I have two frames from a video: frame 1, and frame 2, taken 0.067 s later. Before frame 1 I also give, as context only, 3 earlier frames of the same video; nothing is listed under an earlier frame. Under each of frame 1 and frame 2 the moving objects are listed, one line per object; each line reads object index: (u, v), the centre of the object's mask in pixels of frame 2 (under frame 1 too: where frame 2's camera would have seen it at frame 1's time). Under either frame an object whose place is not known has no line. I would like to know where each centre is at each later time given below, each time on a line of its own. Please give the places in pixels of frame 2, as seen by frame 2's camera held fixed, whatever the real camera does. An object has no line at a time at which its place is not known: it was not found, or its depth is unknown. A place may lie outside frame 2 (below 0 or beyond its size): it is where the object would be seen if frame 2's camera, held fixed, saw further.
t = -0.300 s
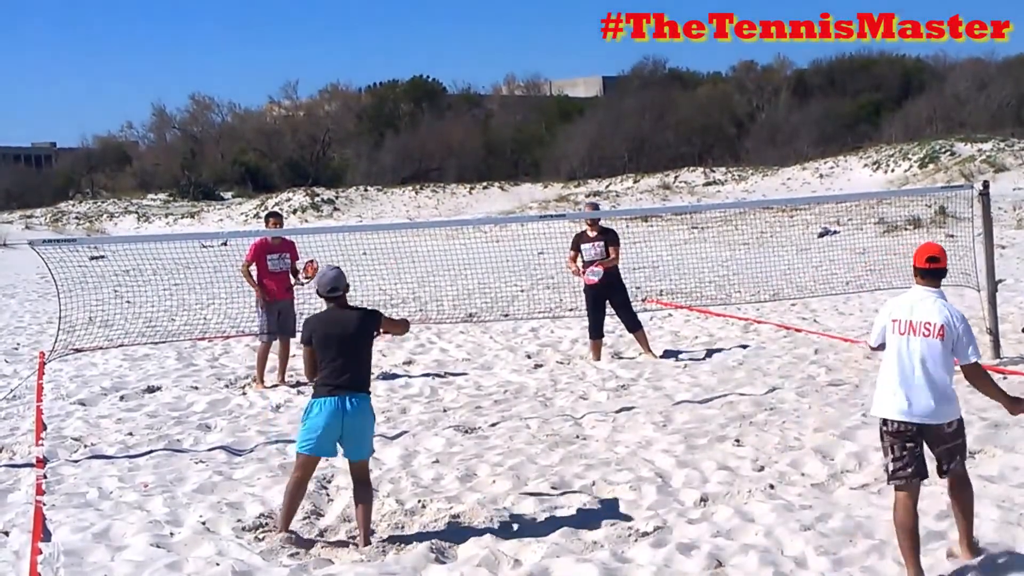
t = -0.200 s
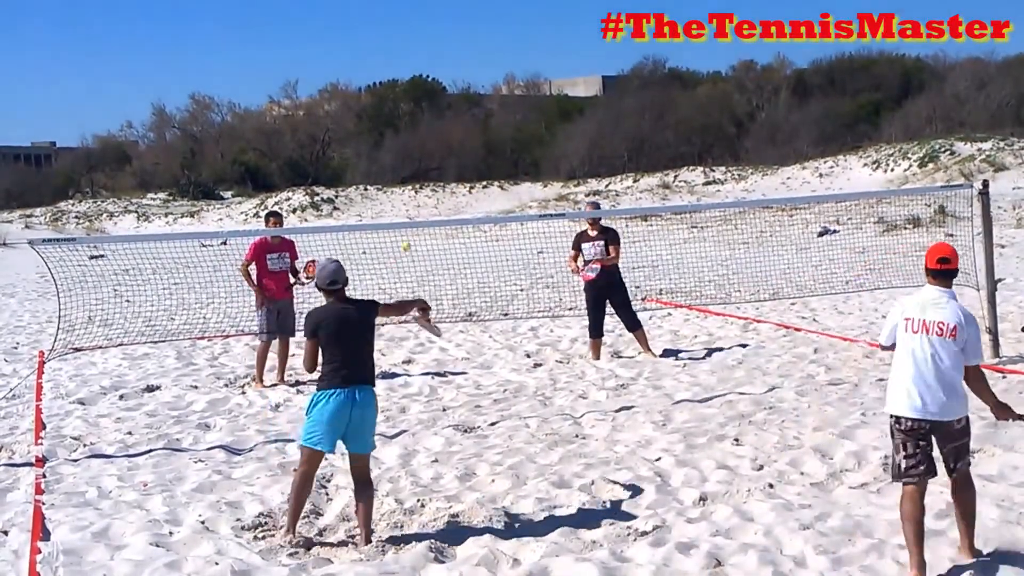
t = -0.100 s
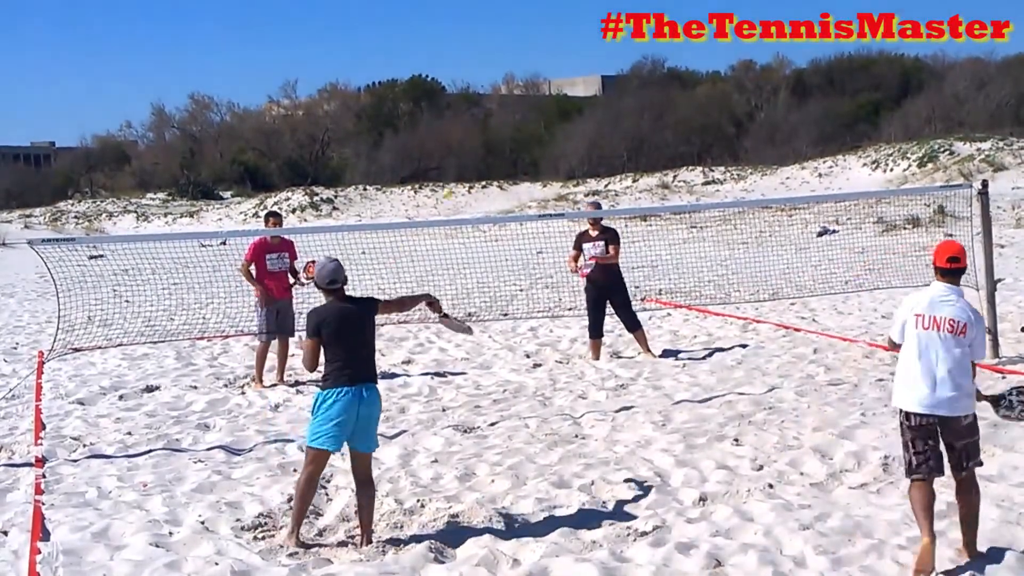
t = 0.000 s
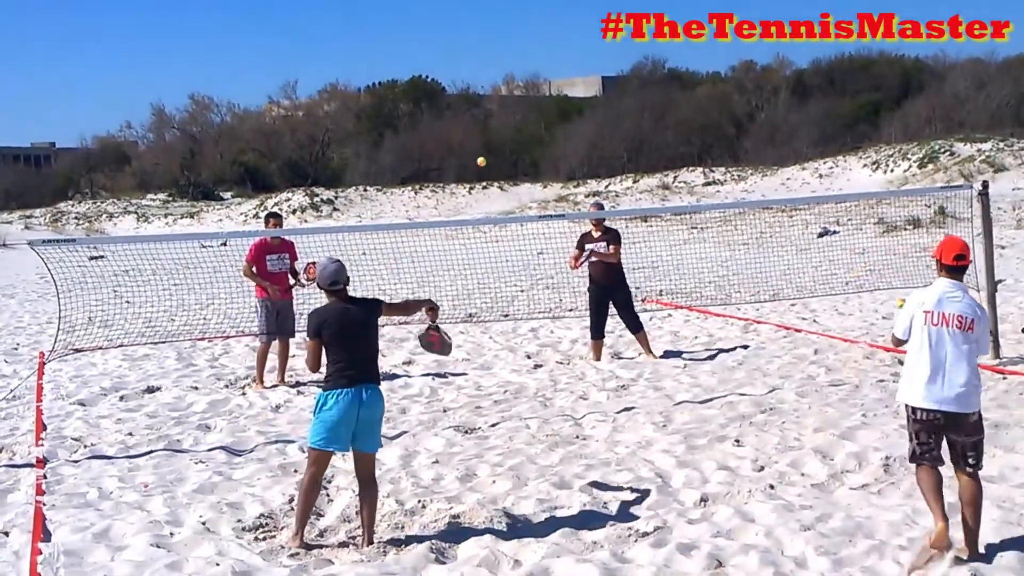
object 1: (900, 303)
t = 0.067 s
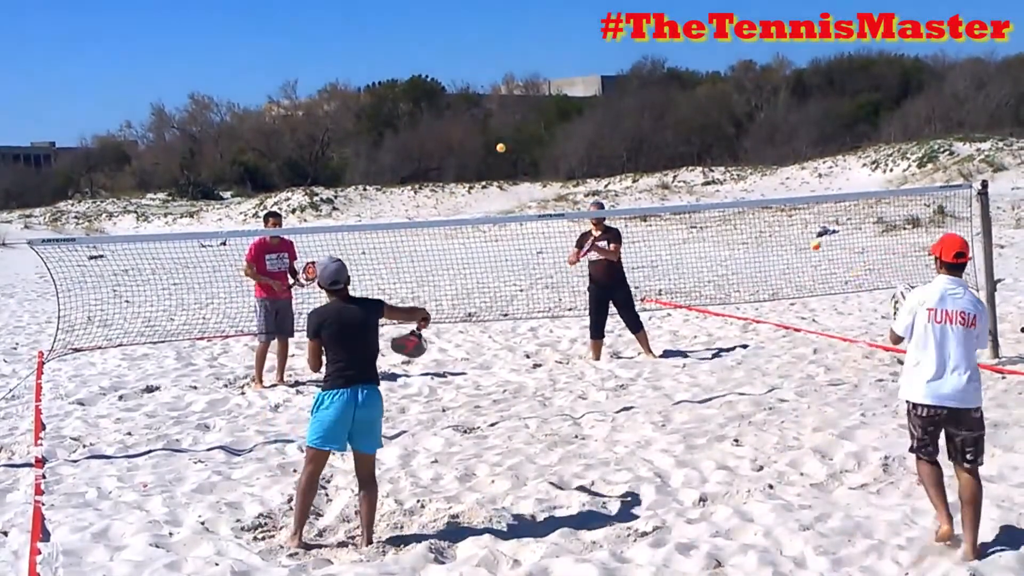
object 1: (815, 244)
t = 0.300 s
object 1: (584, 138)
